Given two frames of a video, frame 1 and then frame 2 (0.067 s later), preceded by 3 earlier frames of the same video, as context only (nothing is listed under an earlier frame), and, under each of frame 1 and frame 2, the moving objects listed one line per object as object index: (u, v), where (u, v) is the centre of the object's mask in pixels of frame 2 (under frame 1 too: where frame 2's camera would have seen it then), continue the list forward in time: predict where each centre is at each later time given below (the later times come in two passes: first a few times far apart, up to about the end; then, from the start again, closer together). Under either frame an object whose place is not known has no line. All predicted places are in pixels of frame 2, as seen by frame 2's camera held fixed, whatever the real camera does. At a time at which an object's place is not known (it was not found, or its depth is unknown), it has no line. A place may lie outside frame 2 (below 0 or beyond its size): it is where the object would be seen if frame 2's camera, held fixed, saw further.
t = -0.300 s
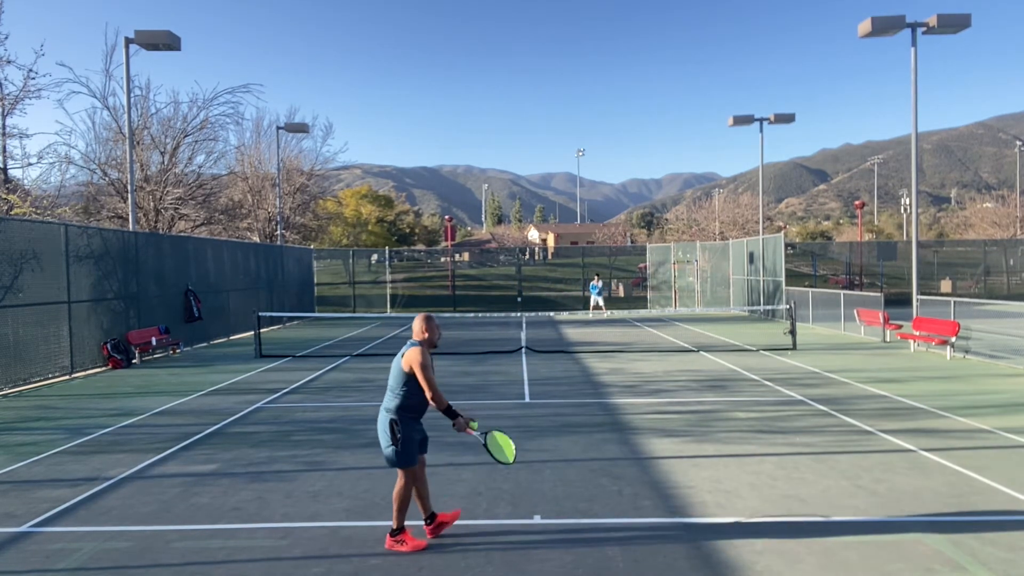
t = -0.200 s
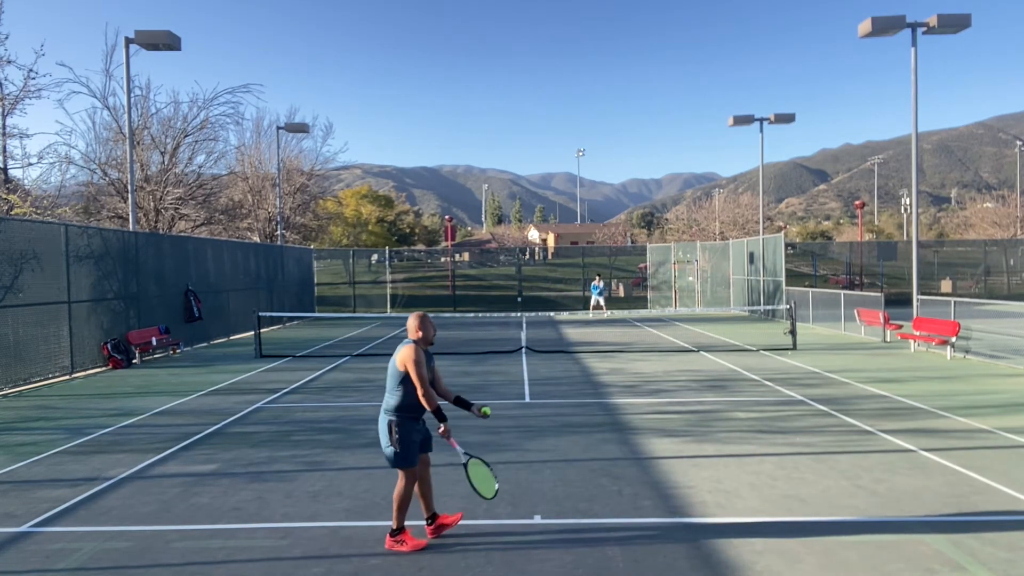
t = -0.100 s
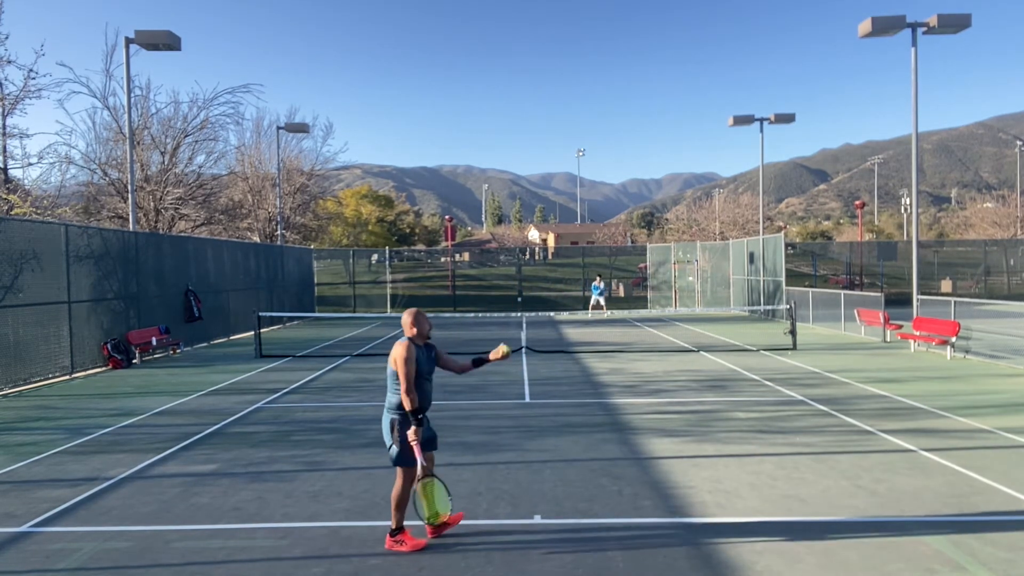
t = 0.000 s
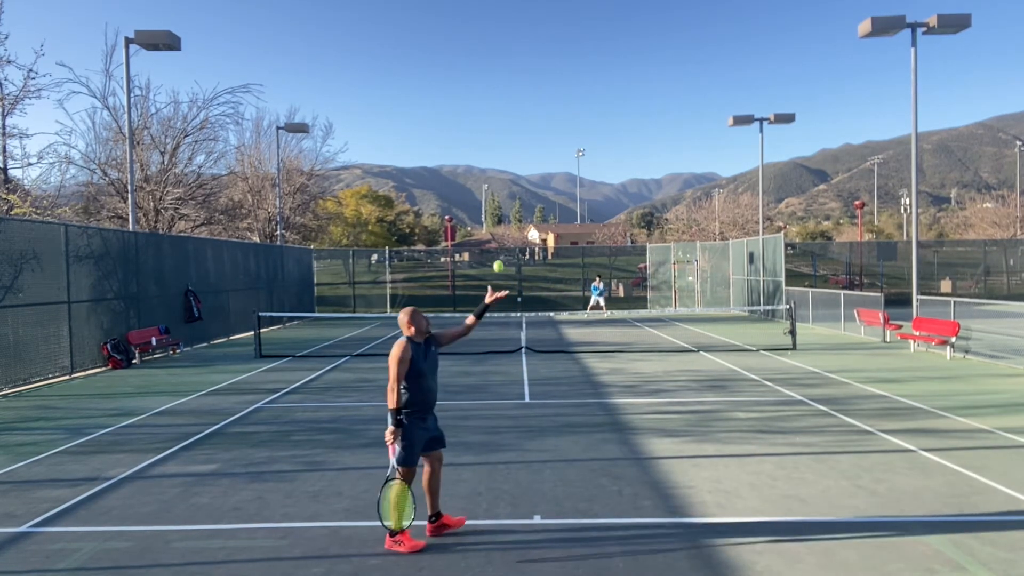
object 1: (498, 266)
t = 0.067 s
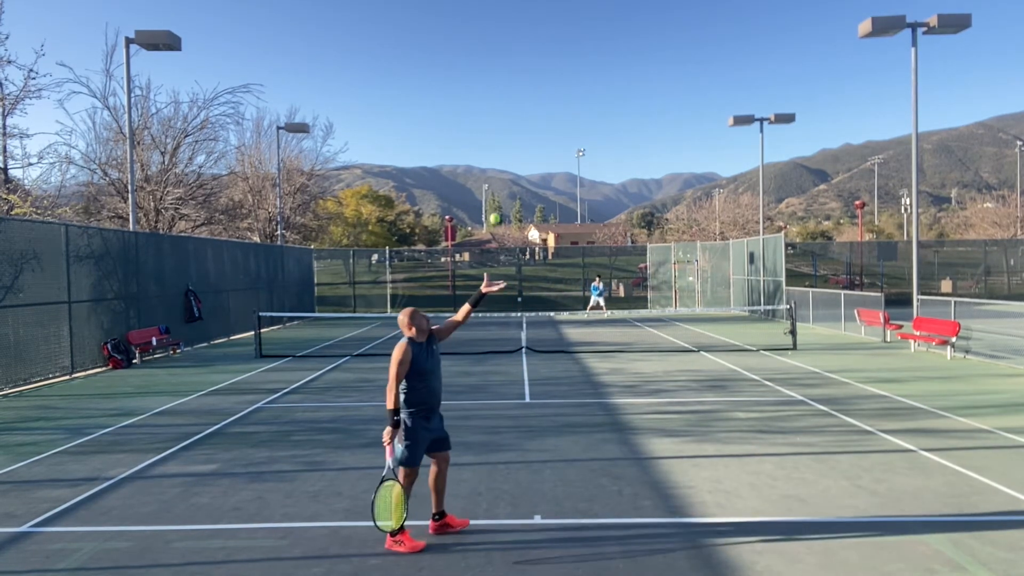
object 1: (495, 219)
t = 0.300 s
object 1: (482, 106)
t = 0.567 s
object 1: (471, 75)
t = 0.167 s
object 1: (488, 160)
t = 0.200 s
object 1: (487, 144)
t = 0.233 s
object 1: (485, 130)
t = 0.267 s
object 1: (483, 117)
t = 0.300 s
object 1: (482, 106)
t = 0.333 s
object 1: (480, 97)
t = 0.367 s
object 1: (479, 89)
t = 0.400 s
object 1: (477, 83)
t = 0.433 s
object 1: (476, 78)
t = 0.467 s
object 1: (475, 75)
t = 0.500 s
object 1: (473, 73)
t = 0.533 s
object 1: (472, 73)
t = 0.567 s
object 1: (471, 75)
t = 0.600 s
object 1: (470, 77)
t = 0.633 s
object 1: (469, 81)
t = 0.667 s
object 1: (468, 87)
